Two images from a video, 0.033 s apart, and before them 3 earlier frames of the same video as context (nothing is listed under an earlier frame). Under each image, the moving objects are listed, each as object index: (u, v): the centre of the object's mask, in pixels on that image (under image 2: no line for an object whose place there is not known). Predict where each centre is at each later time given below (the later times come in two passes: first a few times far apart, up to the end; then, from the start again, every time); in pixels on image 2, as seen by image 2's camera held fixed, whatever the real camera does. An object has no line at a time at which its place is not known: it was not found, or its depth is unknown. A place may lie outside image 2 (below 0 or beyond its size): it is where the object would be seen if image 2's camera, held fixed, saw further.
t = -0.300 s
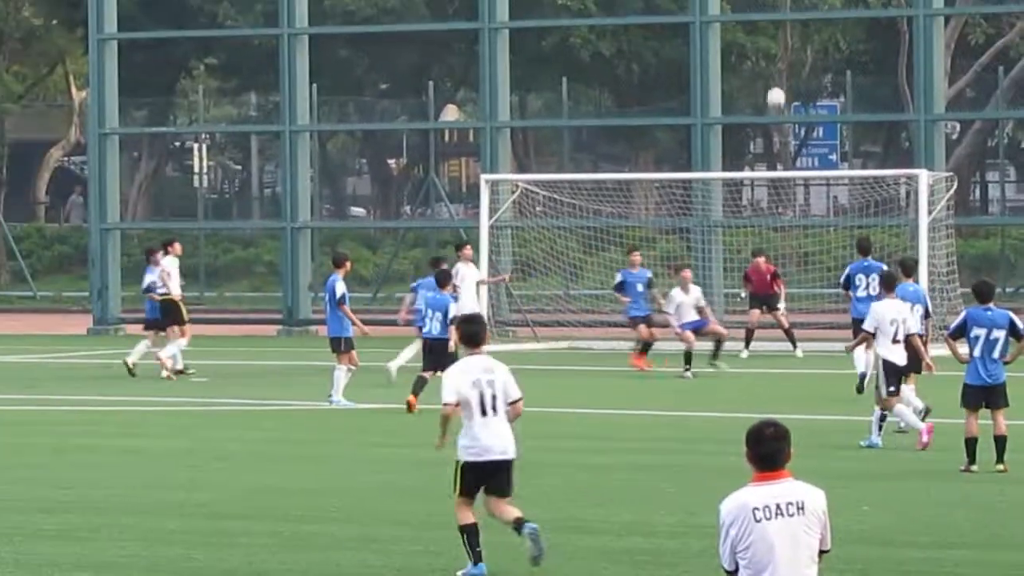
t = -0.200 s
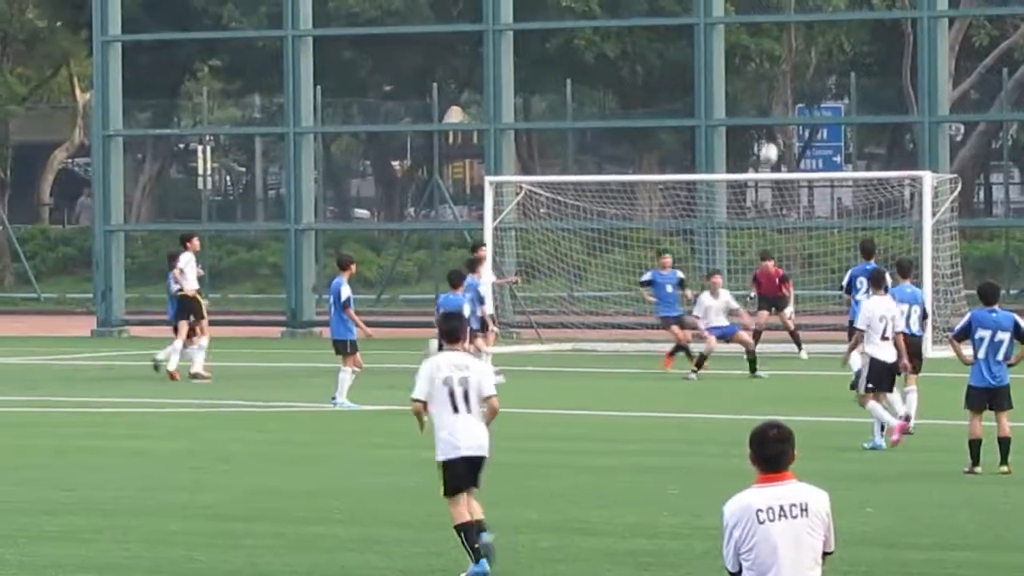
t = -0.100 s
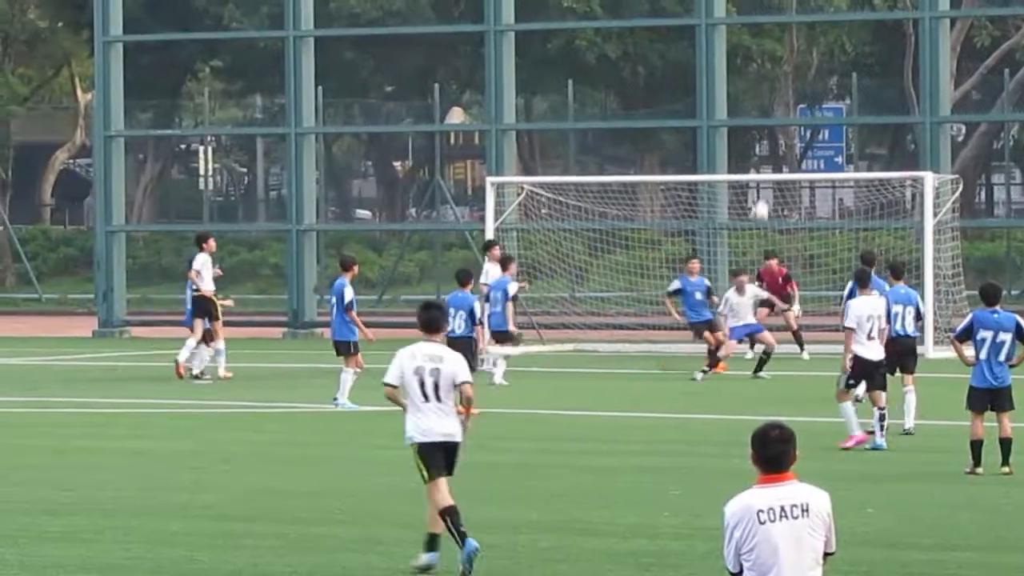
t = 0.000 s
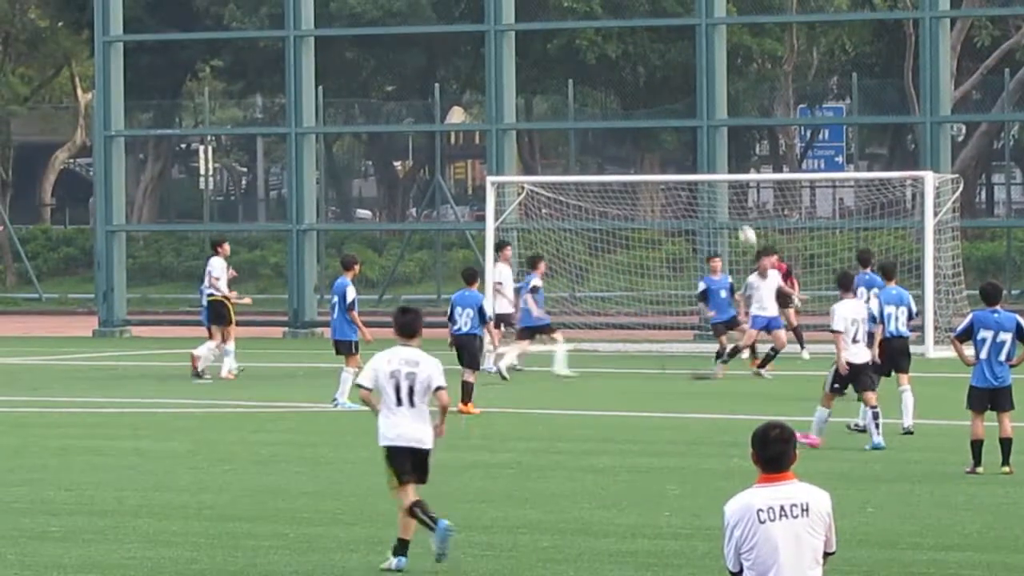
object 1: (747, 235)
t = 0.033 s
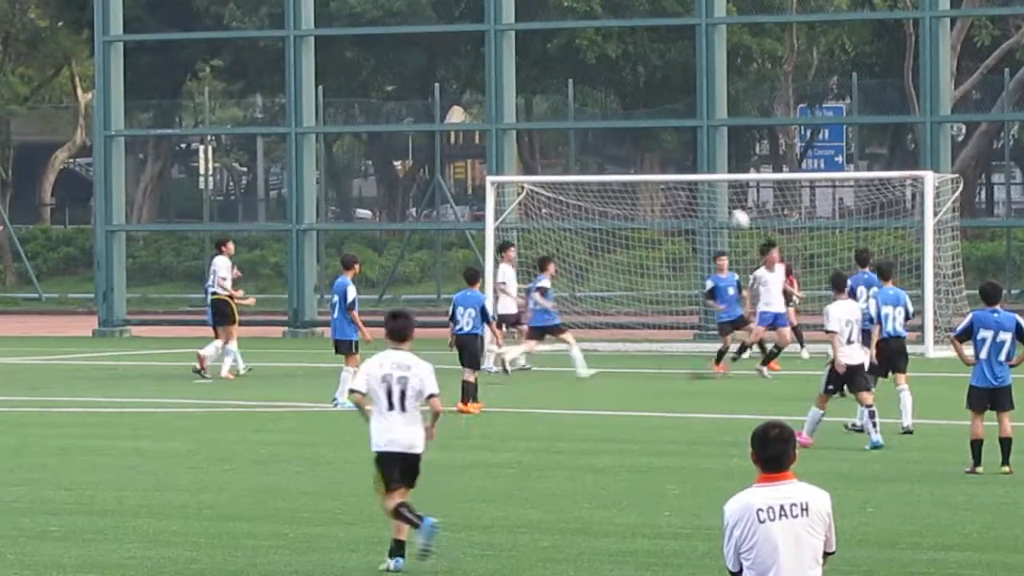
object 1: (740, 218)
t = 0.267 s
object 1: (695, 135)
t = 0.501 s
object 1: (653, 100)
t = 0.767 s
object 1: (609, 113)
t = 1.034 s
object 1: (572, 178)
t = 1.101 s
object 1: (563, 202)
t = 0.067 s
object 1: (734, 204)
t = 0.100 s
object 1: (728, 190)
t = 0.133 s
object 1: (722, 174)
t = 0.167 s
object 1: (714, 164)
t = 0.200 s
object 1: (708, 153)
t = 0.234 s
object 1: (701, 143)
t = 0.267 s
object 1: (695, 135)
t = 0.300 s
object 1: (689, 127)
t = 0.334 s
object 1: (682, 120)
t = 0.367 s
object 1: (676, 114)
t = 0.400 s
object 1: (670, 109)
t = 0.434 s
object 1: (664, 105)
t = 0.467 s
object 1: (659, 102)
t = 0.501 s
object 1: (653, 100)
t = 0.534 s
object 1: (647, 99)
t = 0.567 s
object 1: (641, 98)
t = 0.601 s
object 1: (635, 99)
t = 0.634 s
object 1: (630, 100)
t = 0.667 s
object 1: (624, 102)
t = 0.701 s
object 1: (619, 105)
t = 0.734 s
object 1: (614, 109)
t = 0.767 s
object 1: (609, 113)
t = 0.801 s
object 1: (604, 119)
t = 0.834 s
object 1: (599, 125)
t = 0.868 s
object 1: (594, 133)
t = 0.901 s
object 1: (589, 140)
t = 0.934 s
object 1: (585, 149)
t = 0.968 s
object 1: (580, 158)
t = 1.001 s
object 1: (576, 168)
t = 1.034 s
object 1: (572, 178)
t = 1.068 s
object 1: (567, 191)
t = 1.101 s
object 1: (563, 202)
